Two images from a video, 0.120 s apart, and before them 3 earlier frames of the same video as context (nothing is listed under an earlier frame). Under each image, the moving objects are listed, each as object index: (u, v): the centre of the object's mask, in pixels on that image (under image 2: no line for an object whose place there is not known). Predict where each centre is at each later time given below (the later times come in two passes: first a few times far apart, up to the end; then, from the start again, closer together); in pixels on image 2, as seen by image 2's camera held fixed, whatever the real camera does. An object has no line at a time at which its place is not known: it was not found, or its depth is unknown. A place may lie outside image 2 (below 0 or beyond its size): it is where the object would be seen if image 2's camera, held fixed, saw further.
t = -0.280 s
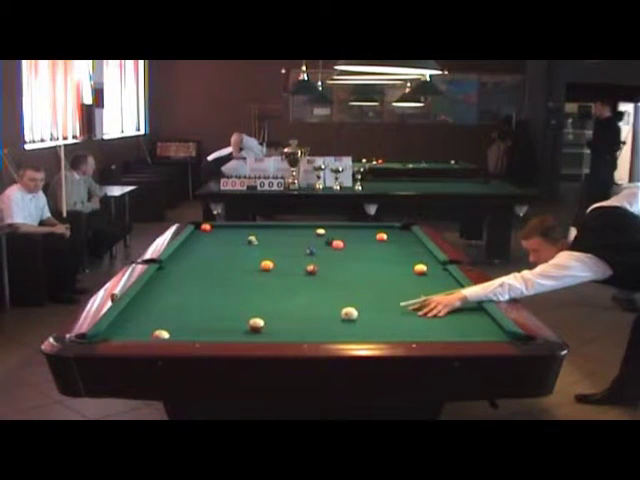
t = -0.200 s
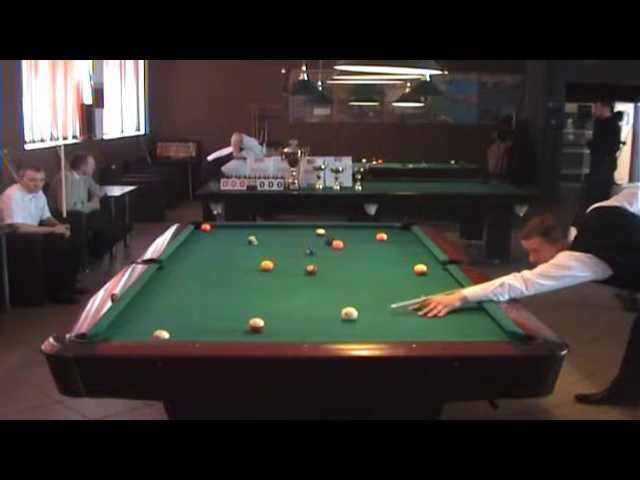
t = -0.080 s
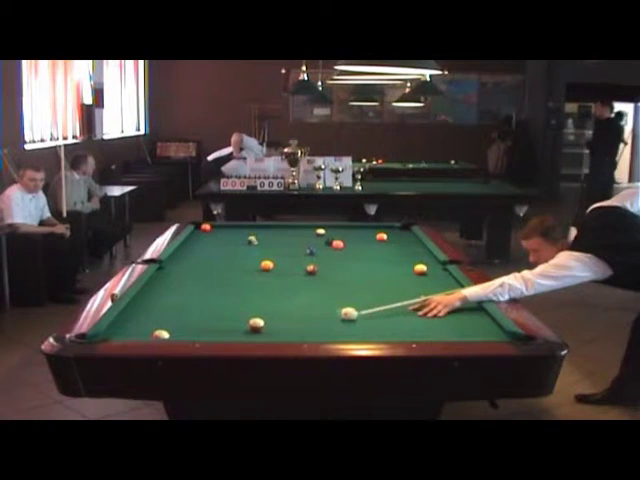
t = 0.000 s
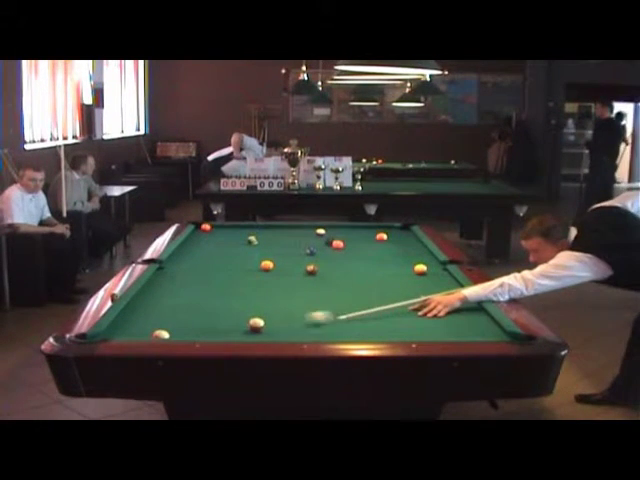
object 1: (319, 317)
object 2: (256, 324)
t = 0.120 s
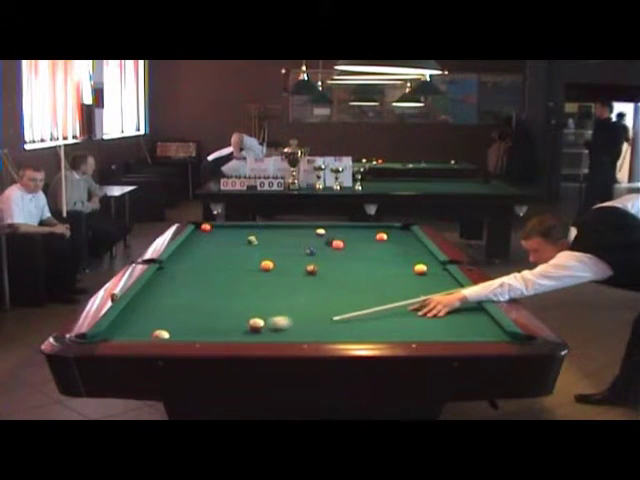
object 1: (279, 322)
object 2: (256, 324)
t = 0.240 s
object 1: (270, 325)
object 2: (233, 326)
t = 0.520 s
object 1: (256, 329)
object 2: (180, 330)
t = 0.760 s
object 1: (245, 332)
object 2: (138, 332)
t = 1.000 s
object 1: (236, 334)
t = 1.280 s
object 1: (225, 335)
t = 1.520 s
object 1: (222, 335)
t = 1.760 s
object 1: (220, 334)
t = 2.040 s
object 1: (219, 334)
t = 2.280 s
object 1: (219, 334)
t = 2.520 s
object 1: (219, 334)
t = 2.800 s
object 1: (219, 334)
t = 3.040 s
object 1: (219, 334)
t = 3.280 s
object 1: (219, 334)
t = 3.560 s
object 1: (219, 335)
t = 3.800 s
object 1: (219, 334)
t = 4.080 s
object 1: (219, 334)
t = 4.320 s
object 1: (219, 334)
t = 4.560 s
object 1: (219, 334)
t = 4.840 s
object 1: (219, 334)
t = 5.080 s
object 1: (219, 334)
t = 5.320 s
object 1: (219, 334)
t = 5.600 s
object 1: (219, 334)
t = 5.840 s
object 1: (219, 334)
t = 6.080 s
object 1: (219, 334)
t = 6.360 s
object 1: (219, 334)
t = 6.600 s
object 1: (219, 334)
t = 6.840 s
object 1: (219, 334)
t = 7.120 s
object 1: (219, 335)
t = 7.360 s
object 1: (219, 335)
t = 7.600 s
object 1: (219, 334)
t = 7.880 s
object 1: (219, 334)
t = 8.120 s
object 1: (219, 335)
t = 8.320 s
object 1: (219, 334)
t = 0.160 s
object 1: (273, 324)
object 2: (252, 324)
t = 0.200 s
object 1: (272, 324)
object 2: (242, 325)
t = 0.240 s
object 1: (270, 325)
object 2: (233, 326)
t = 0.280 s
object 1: (268, 325)
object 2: (226, 327)
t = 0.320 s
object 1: (266, 326)
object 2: (219, 327)
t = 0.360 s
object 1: (264, 327)
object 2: (210, 328)
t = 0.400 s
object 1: (262, 327)
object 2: (204, 329)
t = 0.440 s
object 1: (260, 328)
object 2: (197, 329)
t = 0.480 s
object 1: (258, 329)
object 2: (188, 329)
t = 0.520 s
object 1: (256, 329)
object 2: (180, 330)
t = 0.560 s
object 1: (254, 330)
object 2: (174, 330)
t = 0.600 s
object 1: (253, 330)
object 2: (169, 329)
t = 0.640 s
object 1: (251, 331)
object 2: (159, 327)
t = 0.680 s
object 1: (249, 331)
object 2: (149, 330)
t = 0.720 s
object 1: (247, 331)
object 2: (144, 332)
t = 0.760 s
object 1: (245, 332)
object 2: (138, 332)
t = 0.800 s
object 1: (244, 332)
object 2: (130, 332)
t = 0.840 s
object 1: (242, 333)
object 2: (122, 333)
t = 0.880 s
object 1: (240, 333)
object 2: (115, 333)
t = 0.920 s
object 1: (239, 334)
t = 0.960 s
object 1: (237, 334)
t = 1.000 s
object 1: (236, 334)
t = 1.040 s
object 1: (234, 334)
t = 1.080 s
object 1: (232, 335)
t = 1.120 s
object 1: (231, 335)
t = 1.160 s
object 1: (229, 335)
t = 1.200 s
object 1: (228, 335)
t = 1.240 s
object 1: (226, 335)
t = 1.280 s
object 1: (225, 335)
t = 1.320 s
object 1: (224, 335)
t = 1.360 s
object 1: (224, 335)
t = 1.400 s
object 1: (223, 335)
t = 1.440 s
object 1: (223, 335)
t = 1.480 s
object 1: (222, 335)
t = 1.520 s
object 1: (222, 335)
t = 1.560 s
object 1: (221, 335)
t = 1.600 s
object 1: (221, 335)
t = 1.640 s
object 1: (220, 335)
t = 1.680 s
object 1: (220, 335)
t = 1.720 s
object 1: (220, 334)
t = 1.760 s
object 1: (220, 334)
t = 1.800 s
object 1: (219, 334)
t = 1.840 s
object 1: (219, 334)
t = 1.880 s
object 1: (219, 334)
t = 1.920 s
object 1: (219, 335)
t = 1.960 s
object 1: (219, 334)
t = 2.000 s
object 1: (219, 334)
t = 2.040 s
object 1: (219, 334)
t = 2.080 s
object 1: (219, 334)
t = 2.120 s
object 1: (219, 334)
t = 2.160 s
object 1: (219, 334)
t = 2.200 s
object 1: (219, 334)
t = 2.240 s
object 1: (219, 334)
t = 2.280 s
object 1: (219, 334)
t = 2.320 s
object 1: (219, 334)
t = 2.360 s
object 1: (219, 334)
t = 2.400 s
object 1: (219, 334)
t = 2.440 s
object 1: (219, 334)
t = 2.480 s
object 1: (219, 334)
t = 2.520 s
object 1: (219, 334)
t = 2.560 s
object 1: (219, 334)
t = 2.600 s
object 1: (219, 334)
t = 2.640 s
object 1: (219, 334)
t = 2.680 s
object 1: (219, 334)
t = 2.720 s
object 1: (219, 334)
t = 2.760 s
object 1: (219, 334)
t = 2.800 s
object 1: (219, 334)
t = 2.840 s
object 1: (219, 334)
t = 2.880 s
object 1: (219, 334)
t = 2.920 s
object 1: (219, 334)
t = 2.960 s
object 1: (219, 334)
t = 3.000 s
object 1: (219, 334)
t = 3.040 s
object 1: (219, 334)
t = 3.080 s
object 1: (219, 334)
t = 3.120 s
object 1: (219, 334)
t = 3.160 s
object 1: (219, 334)
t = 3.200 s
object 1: (219, 334)
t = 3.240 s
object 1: (219, 334)
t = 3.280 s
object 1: (219, 334)
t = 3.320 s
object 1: (219, 334)
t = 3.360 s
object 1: (219, 334)
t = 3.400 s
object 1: (219, 335)
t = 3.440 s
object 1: (219, 335)
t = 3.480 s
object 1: (219, 335)
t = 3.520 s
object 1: (219, 335)
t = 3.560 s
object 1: (219, 335)
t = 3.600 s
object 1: (219, 335)
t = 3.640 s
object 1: (219, 335)
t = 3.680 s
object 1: (219, 335)
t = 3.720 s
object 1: (219, 335)
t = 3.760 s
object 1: (219, 335)
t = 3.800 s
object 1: (219, 334)
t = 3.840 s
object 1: (219, 334)
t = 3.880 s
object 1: (219, 334)
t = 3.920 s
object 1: (219, 334)
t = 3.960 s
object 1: (219, 334)
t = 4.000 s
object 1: (219, 334)
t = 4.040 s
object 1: (219, 334)
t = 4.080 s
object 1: (219, 334)
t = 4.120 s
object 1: (219, 334)
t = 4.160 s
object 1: (219, 334)
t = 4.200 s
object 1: (219, 334)
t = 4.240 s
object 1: (219, 334)
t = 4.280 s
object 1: (219, 334)
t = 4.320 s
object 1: (219, 334)
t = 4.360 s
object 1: (219, 334)
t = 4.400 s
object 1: (219, 334)
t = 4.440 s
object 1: (219, 334)
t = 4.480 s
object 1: (219, 334)
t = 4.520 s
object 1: (219, 334)
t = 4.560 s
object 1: (219, 334)
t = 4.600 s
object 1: (219, 334)
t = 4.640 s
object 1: (219, 334)
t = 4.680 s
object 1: (219, 334)
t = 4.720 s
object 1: (219, 334)
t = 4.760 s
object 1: (219, 334)
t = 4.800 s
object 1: (219, 334)
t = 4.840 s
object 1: (219, 334)
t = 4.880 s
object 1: (219, 334)
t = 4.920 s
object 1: (219, 334)
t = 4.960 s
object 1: (219, 334)
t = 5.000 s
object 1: (219, 334)
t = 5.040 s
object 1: (219, 334)
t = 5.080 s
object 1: (219, 334)
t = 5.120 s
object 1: (219, 334)
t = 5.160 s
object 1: (219, 334)
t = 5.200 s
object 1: (219, 334)
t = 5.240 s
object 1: (219, 334)
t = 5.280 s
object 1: (219, 334)
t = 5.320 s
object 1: (219, 334)
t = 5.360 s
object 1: (219, 334)
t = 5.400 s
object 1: (219, 334)
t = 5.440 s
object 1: (219, 334)
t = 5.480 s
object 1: (219, 334)
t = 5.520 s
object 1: (219, 334)
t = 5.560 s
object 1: (219, 334)
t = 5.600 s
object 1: (219, 334)
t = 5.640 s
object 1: (219, 334)
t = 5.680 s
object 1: (219, 334)
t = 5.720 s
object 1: (219, 334)
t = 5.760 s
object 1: (219, 334)
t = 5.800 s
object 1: (219, 334)
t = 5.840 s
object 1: (219, 334)
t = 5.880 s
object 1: (219, 334)
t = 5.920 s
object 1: (219, 334)
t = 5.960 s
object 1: (219, 334)
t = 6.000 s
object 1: (219, 334)
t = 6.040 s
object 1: (219, 334)
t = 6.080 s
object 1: (219, 334)
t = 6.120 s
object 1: (219, 334)
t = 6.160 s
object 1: (219, 334)
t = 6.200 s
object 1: (219, 334)
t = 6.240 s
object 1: (219, 334)
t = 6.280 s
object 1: (219, 334)
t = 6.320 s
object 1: (219, 334)
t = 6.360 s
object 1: (219, 334)
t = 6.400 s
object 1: (219, 334)
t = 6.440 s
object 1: (219, 334)
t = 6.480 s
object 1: (219, 334)
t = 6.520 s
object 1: (219, 334)
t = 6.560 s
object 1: (219, 334)
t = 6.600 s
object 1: (219, 334)
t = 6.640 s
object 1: (219, 334)
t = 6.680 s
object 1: (219, 334)
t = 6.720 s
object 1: (219, 334)
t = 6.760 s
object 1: (219, 334)
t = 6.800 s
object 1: (219, 334)
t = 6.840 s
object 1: (219, 334)
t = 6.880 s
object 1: (219, 334)
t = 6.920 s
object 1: (219, 334)
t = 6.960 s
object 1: (219, 334)
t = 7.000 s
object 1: (219, 334)
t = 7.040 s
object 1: (219, 335)
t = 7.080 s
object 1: (219, 335)
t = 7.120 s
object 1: (219, 335)
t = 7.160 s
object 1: (219, 335)
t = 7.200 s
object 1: (219, 335)
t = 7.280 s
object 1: (219, 335)
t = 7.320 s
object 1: (219, 335)
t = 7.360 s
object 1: (219, 335)
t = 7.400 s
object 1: (219, 335)
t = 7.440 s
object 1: (219, 334)
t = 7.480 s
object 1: (219, 334)
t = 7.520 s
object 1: (219, 334)
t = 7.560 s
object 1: (219, 334)
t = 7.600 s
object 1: (219, 334)
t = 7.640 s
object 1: (219, 334)
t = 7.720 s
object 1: (219, 334)
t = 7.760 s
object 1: (219, 334)
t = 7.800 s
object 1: (219, 334)
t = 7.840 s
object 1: (219, 334)
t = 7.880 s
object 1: (219, 334)
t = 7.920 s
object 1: (219, 335)
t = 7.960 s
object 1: (219, 334)
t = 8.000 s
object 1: (219, 335)
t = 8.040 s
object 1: (219, 335)
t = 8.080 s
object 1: (219, 334)
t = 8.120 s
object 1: (219, 335)
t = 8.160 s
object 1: (219, 335)
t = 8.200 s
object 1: (219, 335)
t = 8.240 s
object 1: (219, 335)
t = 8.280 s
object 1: (219, 334)
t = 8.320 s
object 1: (219, 334)
